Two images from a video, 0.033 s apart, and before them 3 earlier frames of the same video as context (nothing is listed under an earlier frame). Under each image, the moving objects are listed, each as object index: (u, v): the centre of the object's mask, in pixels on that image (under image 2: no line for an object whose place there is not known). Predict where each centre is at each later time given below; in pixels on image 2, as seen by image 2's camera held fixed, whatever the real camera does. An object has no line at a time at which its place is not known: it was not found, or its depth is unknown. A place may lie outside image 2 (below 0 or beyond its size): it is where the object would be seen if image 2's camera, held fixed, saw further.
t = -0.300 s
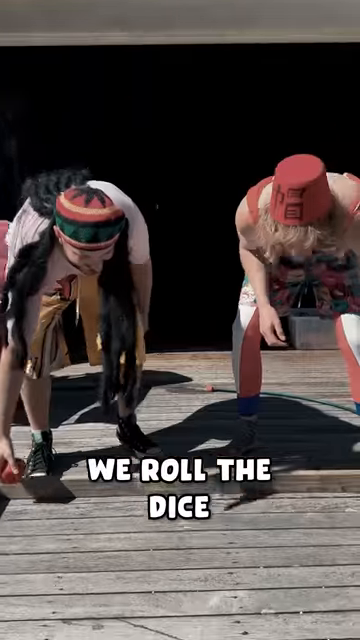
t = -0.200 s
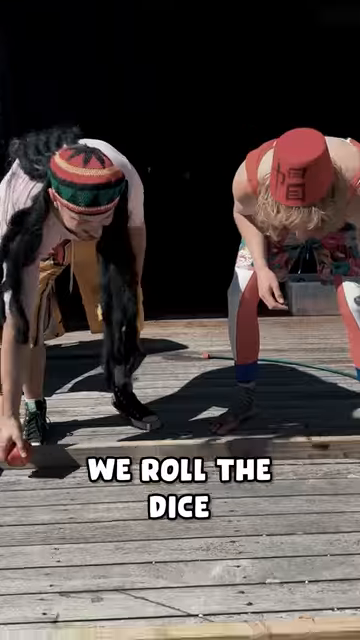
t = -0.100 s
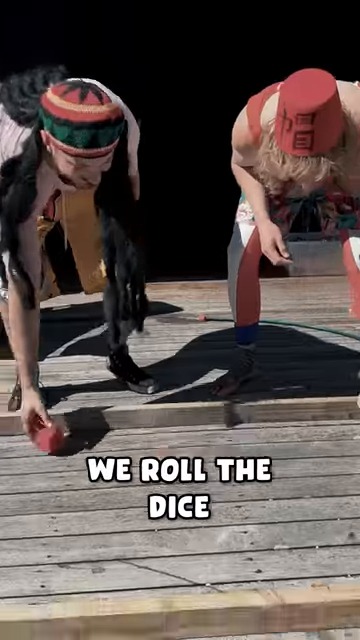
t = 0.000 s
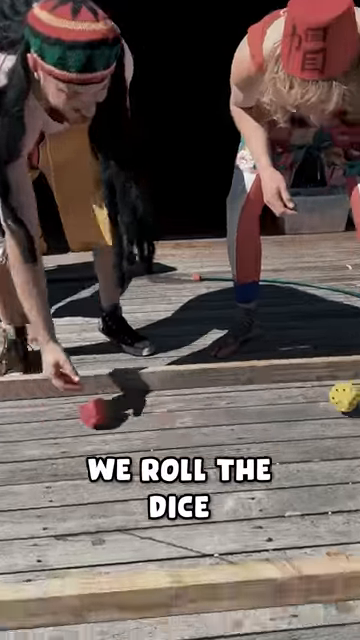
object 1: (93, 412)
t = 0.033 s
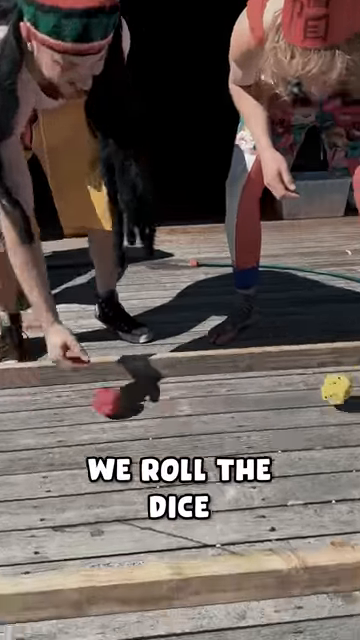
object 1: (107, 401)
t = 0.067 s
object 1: (123, 404)
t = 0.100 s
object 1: (138, 403)
